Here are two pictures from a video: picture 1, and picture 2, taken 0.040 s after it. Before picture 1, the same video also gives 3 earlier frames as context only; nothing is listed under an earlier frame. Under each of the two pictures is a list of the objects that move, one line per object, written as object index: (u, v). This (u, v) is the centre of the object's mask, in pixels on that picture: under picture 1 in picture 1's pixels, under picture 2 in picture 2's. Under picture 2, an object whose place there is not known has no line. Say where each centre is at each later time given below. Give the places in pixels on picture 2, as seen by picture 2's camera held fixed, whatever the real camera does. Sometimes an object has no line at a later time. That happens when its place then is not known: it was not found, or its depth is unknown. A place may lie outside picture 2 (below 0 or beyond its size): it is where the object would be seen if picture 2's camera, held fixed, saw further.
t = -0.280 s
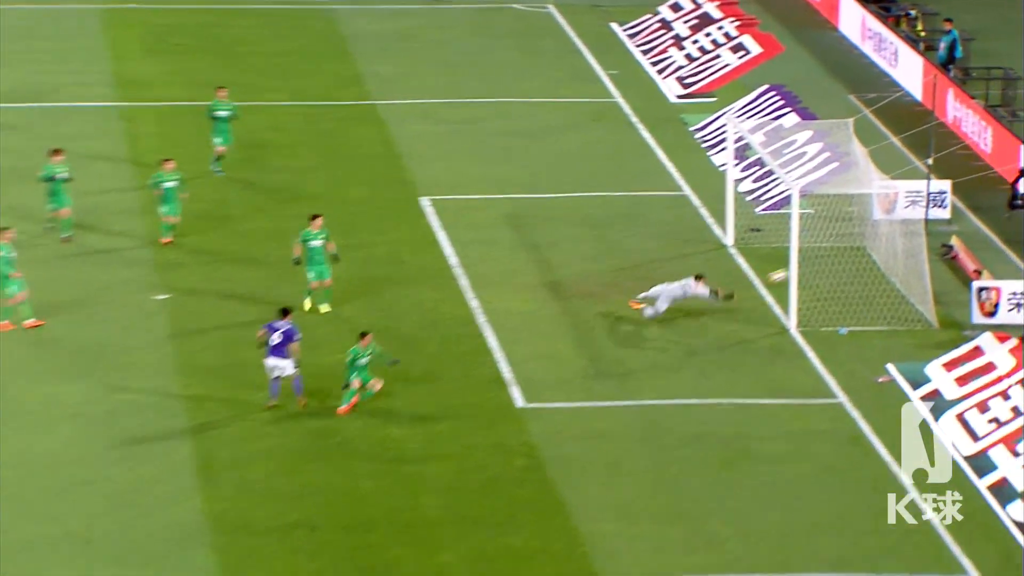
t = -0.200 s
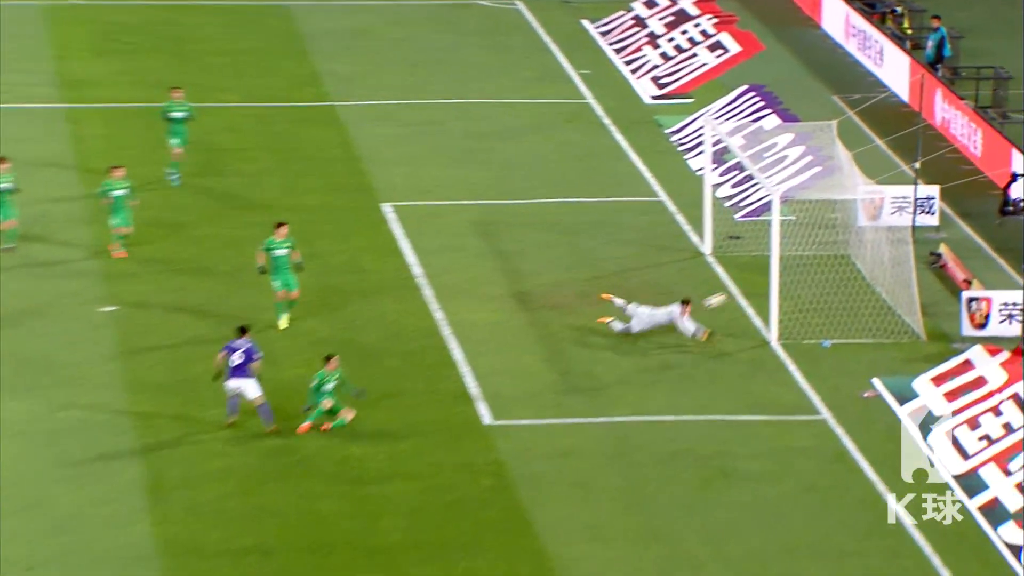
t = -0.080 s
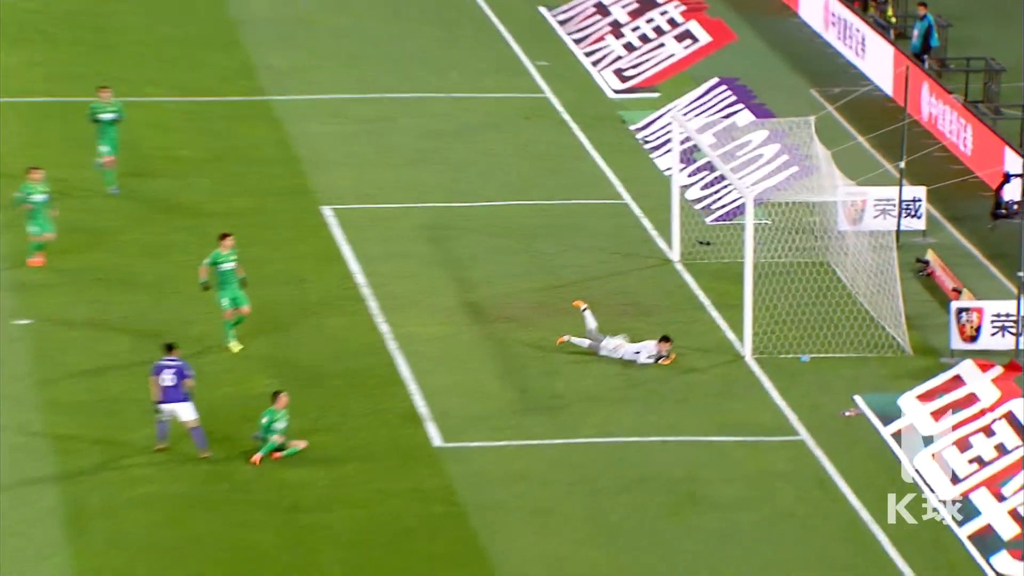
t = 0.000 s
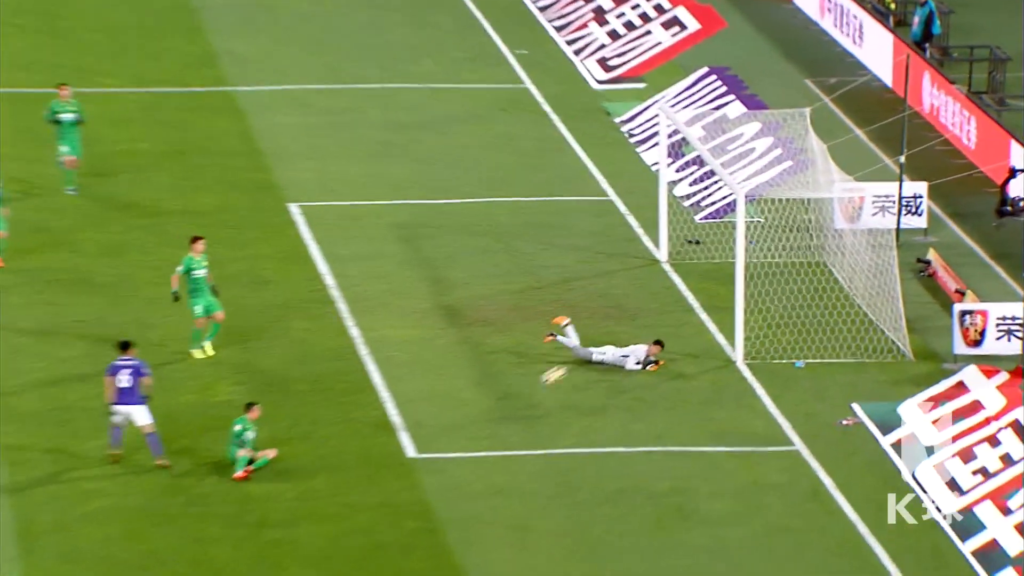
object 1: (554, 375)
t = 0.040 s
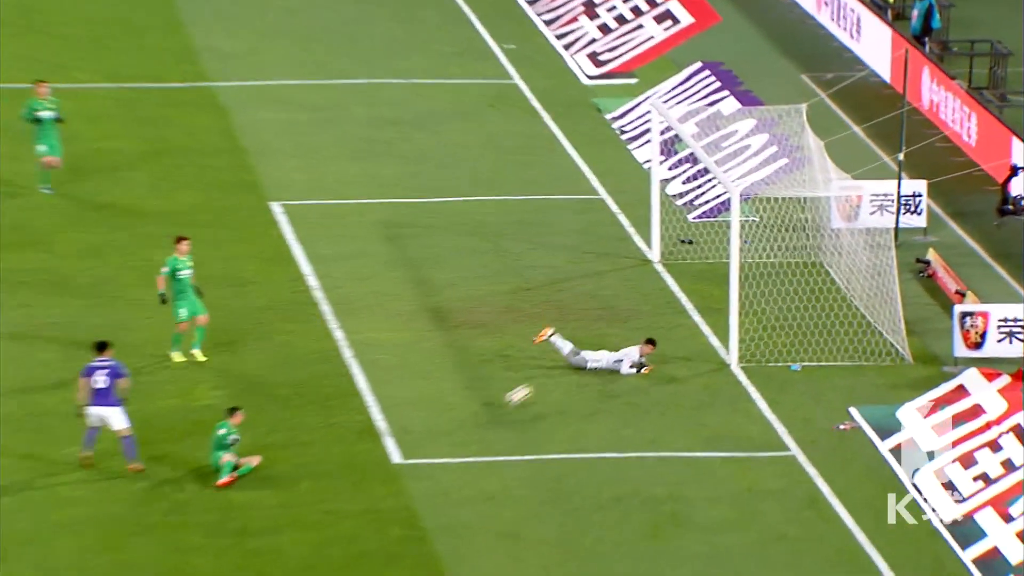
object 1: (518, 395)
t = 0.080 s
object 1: (496, 408)
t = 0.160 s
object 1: (457, 404)
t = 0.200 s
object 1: (437, 403)
